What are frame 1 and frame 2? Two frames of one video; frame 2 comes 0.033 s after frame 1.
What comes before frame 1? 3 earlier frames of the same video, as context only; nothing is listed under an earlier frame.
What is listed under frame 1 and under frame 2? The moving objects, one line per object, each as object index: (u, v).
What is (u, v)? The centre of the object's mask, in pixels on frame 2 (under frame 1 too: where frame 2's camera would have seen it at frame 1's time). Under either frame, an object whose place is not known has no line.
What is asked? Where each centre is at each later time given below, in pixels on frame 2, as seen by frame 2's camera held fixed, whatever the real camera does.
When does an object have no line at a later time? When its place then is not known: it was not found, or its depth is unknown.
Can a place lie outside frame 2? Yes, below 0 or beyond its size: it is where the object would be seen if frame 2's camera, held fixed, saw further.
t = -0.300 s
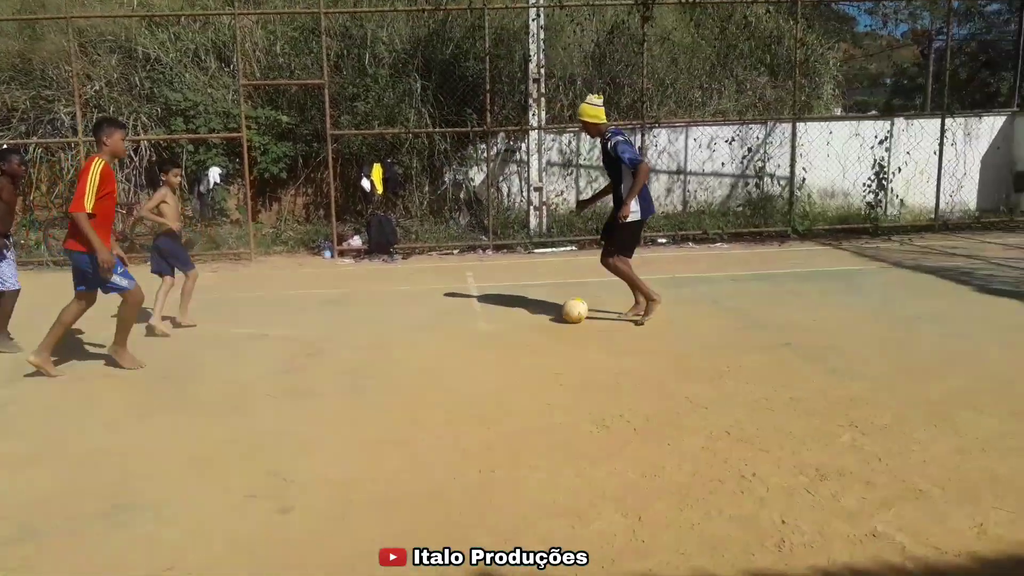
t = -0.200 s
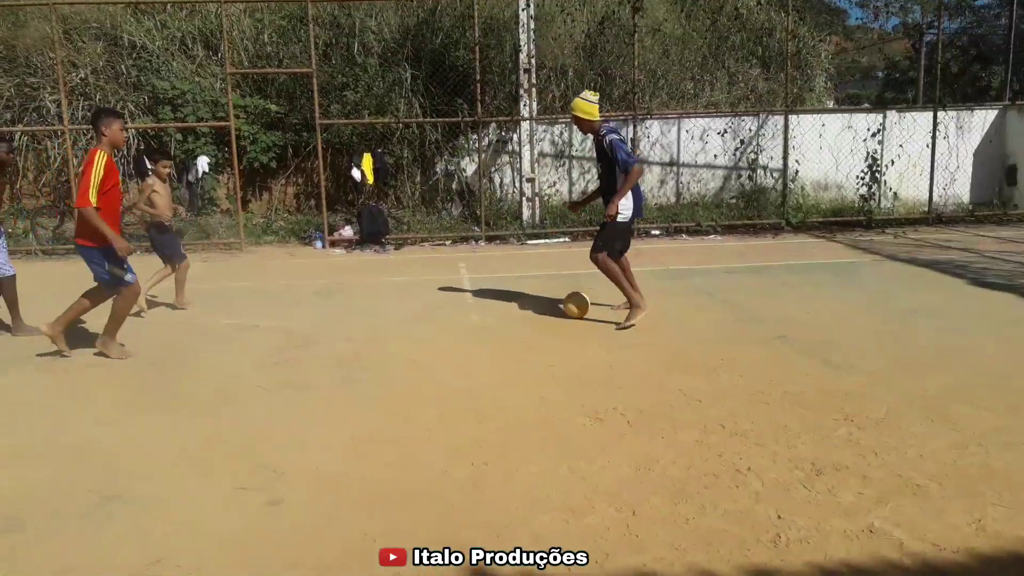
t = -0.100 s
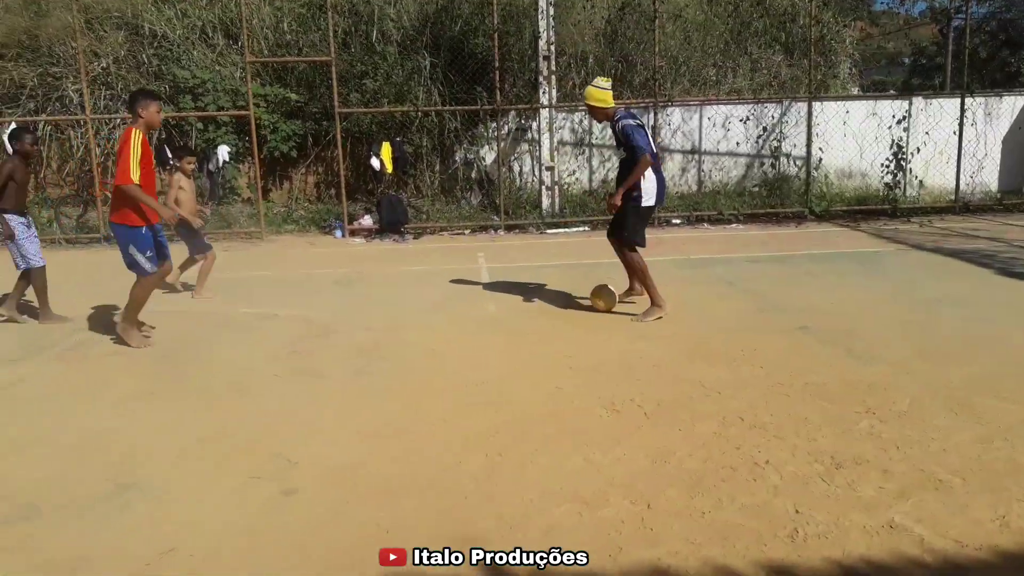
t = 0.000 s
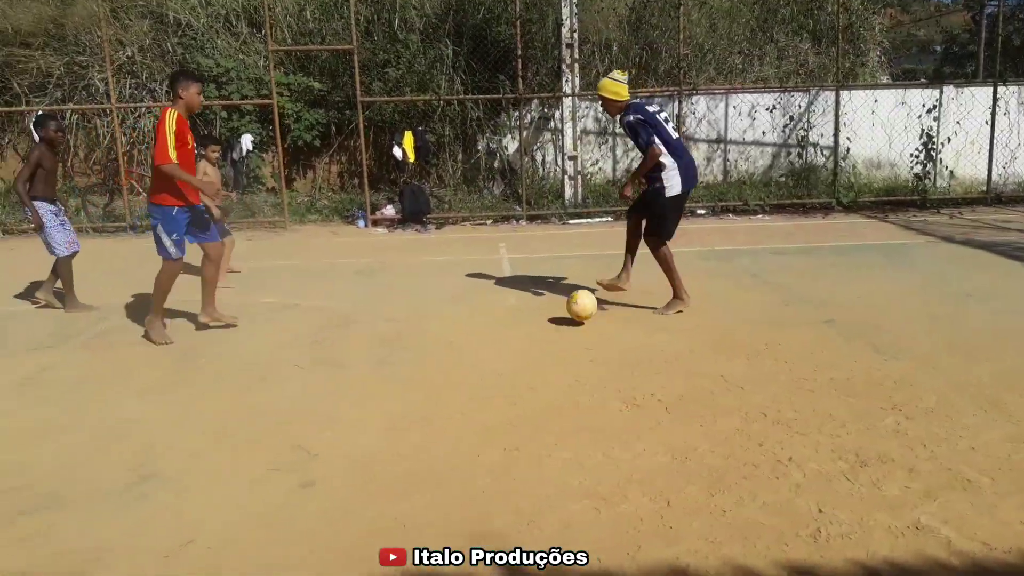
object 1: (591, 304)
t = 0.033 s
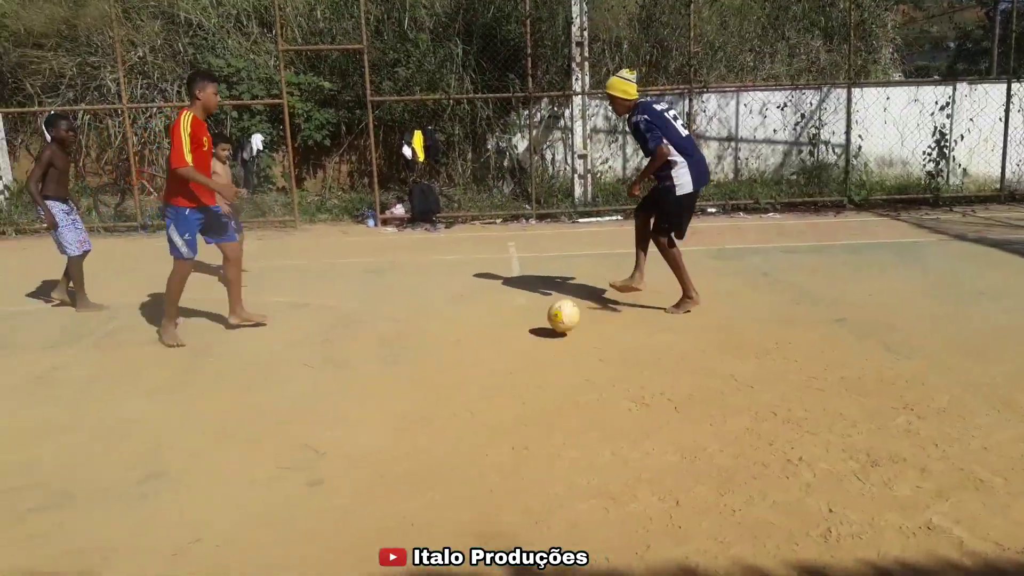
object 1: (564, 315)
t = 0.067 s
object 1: (534, 330)
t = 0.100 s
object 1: (501, 347)
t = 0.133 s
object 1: (465, 364)
